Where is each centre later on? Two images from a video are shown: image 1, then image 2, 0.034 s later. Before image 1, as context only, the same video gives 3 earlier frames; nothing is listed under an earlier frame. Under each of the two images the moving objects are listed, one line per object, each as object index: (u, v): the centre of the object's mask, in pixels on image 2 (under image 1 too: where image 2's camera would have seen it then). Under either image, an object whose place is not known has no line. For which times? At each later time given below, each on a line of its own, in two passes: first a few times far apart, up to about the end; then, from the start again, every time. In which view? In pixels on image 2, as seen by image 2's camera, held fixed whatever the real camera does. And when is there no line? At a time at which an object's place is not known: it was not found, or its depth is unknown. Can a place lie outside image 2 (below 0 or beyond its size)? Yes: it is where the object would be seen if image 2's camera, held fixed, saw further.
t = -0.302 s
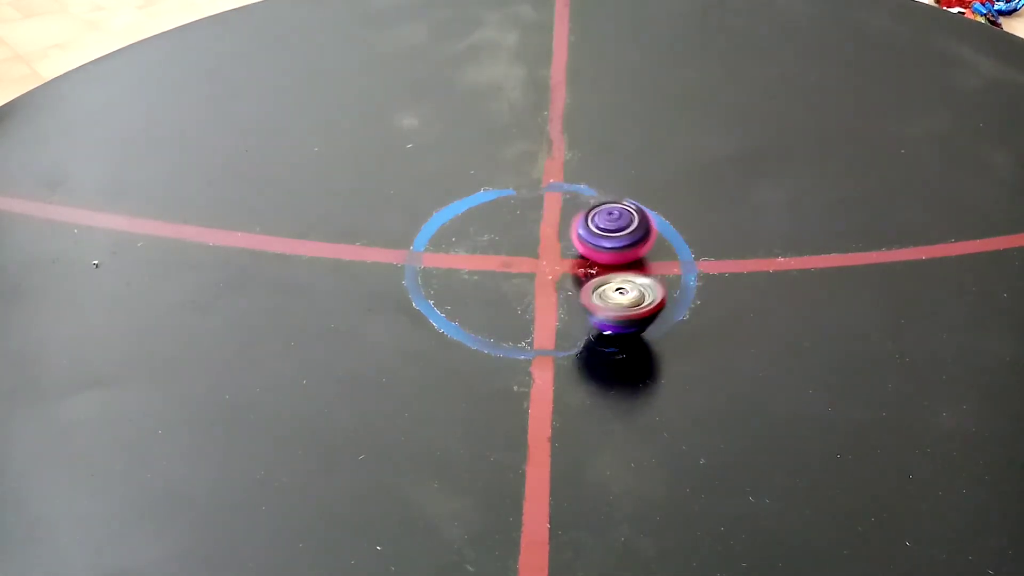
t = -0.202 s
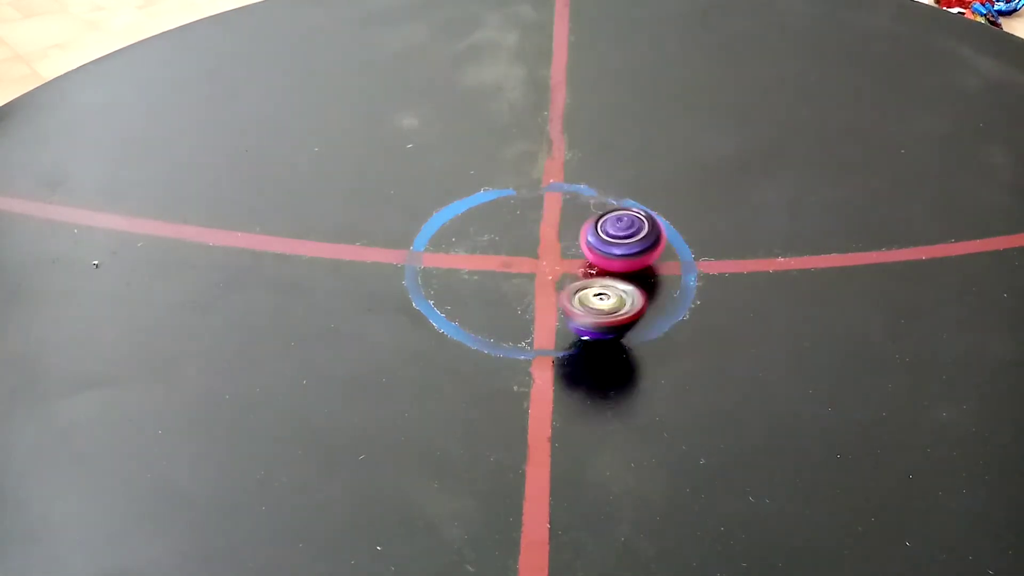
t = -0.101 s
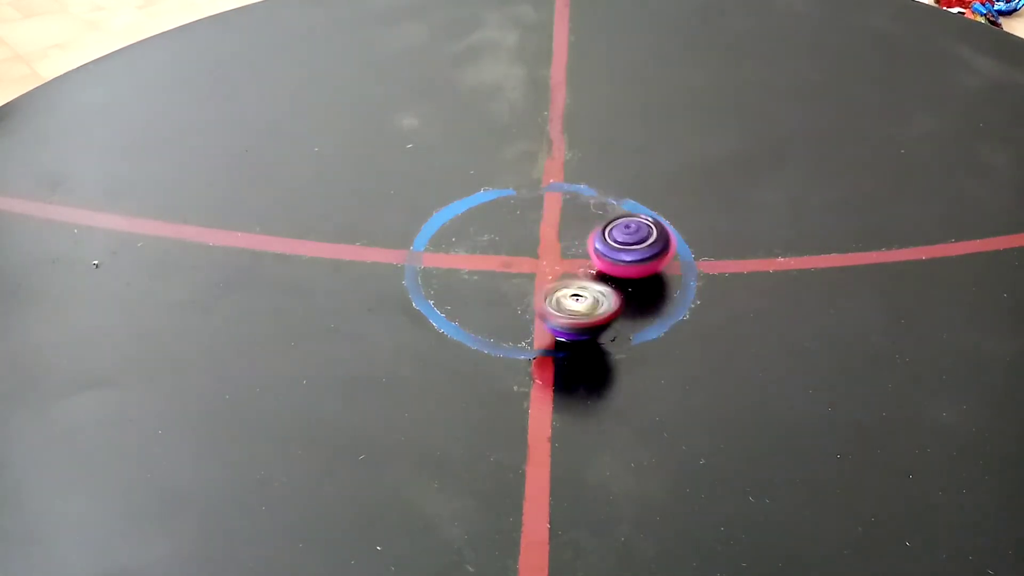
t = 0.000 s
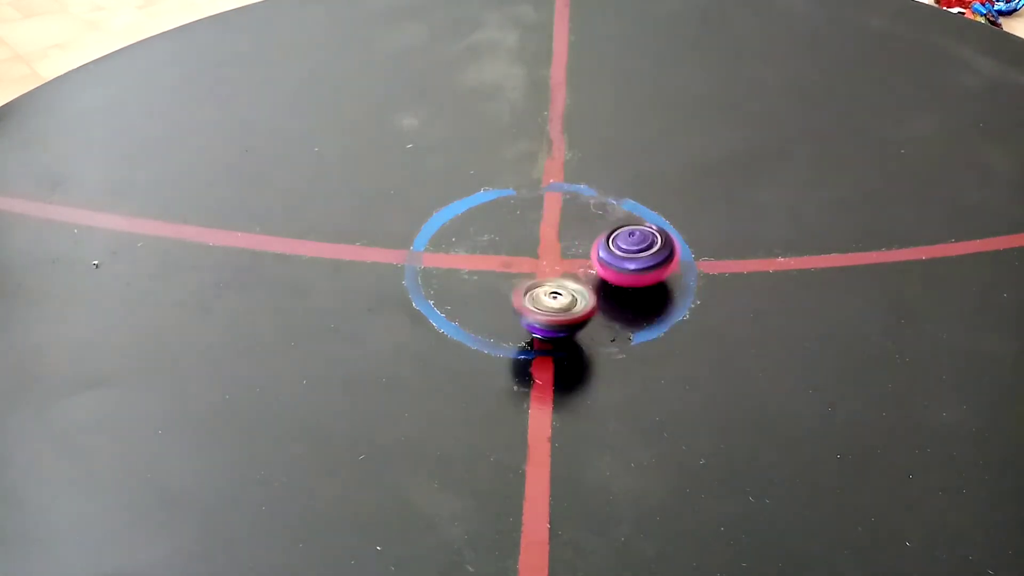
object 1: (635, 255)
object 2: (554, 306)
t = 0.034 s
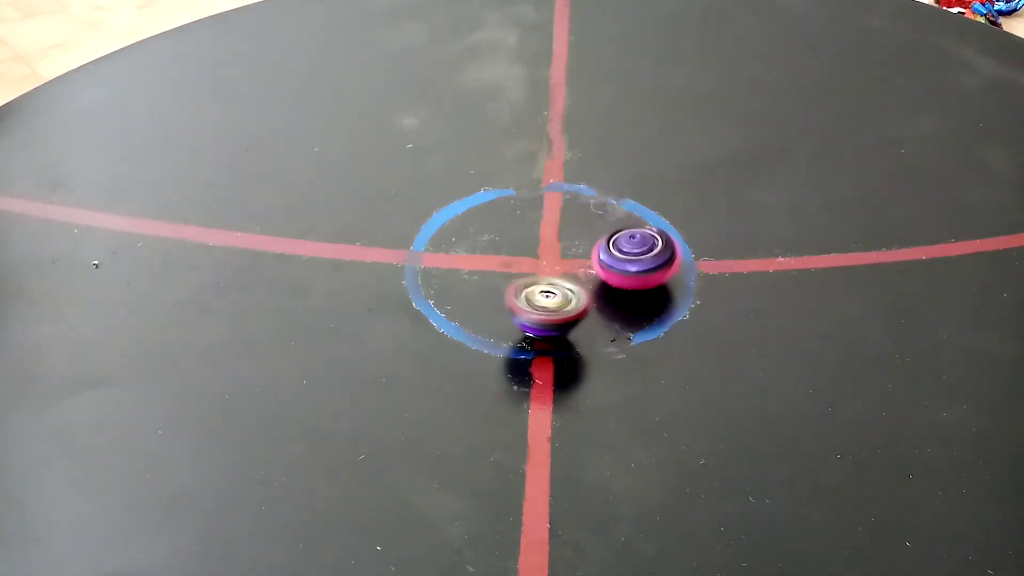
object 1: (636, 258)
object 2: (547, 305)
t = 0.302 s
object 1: (634, 278)
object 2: (499, 282)
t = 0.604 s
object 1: (610, 291)
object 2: (476, 239)
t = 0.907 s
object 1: (579, 284)
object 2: (478, 197)
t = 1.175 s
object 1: (562, 262)
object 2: (496, 175)
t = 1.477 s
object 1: (561, 241)
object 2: (524, 175)
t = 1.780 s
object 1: (583, 239)
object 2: (564, 177)
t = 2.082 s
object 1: (611, 242)
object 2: (601, 176)
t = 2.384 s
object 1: (619, 253)
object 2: (640, 197)
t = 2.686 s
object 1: (603, 254)
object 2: (682, 213)
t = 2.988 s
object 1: (583, 253)
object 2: (688, 244)
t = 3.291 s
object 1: (574, 249)
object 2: (647, 273)
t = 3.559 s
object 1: (578, 244)
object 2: (597, 294)
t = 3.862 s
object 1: (592, 245)
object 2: (534, 289)
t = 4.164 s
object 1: (595, 247)
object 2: (503, 254)
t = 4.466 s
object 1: (588, 246)
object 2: (518, 215)
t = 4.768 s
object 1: (578, 244)
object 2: (559, 189)
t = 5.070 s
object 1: (581, 248)
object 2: (607, 192)
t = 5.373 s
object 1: (568, 253)
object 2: (665, 209)
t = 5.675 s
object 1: (557, 257)
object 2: (673, 247)
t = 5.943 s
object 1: (554, 259)
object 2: (635, 265)
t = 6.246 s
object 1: (534, 249)
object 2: (650, 291)
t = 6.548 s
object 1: (546, 243)
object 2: (631, 295)
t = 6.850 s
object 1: (560, 245)
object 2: (619, 277)
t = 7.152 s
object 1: (566, 245)
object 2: (639, 297)
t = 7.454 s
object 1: (572, 251)
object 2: (630, 294)
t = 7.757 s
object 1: (570, 252)
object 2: (632, 281)
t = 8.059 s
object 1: (575, 246)
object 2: (628, 285)
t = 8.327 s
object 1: (579, 241)
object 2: (625, 289)
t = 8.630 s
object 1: (593, 237)
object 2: (631, 279)
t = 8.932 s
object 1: (599, 243)
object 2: (643, 284)
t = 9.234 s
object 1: (590, 238)
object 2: (642, 275)
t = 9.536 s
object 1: (599, 238)
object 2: (661, 270)
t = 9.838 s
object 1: (599, 241)
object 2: (663, 274)
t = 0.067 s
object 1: (637, 260)
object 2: (540, 303)
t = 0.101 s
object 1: (637, 263)
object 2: (532, 301)
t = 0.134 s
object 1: (637, 266)
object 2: (526, 299)
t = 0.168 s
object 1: (637, 269)
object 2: (521, 297)
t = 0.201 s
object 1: (637, 271)
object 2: (515, 293)
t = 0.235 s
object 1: (636, 274)
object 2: (509, 290)
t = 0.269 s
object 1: (635, 276)
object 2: (505, 286)
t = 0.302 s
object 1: (634, 278)
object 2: (499, 282)
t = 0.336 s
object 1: (632, 281)
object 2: (495, 278)
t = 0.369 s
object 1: (630, 283)
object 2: (491, 273)
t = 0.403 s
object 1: (628, 285)
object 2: (488, 268)
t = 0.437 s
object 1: (625, 286)
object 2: (485, 263)
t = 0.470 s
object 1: (622, 287)
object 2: (483, 259)
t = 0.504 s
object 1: (619, 289)
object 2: (482, 254)
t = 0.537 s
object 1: (617, 290)
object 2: (479, 249)
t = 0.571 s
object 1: (614, 290)
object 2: (477, 243)
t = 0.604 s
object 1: (610, 291)
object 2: (476, 239)
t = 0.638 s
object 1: (606, 291)
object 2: (475, 235)
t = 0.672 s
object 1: (603, 292)
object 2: (474, 229)
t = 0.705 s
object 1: (600, 291)
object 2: (474, 226)
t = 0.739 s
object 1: (597, 291)
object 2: (475, 221)
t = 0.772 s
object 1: (593, 290)
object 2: (475, 215)
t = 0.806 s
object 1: (589, 289)
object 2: (475, 210)
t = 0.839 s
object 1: (585, 288)
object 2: (476, 206)
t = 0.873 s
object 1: (583, 286)
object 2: (477, 201)
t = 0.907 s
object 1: (579, 284)
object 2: (478, 197)
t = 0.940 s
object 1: (576, 282)
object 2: (480, 194)
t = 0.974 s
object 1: (573, 279)
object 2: (482, 190)
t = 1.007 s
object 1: (571, 277)
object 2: (484, 187)
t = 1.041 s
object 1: (568, 274)
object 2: (486, 184)
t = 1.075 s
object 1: (566, 271)
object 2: (488, 181)
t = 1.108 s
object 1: (564, 268)
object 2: (490, 178)
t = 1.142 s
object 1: (563, 265)
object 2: (493, 176)
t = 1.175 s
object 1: (562, 262)
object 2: (496, 175)
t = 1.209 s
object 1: (561, 259)
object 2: (499, 173)
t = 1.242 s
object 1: (559, 256)
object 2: (502, 172)
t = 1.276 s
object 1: (558, 255)
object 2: (506, 171)
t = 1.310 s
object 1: (558, 253)
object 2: (509, 171)
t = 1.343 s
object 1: (558, 250)
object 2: (512, 171)
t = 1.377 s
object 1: (558, 248)
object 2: (516, 172)
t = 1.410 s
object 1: (558, 245)
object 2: (518, 172)
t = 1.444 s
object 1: (559, 244)
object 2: (520, 173)
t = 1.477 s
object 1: (561, 241)
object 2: (524, 175)
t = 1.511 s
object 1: (563, 239)
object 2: (528, 177)
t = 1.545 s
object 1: (565, 237)
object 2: (531, 180)
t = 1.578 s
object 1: (567, 235)
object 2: (536, 182)
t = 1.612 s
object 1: (570, 233)
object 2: (540, 184)
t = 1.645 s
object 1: (573, 235)
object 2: (546, 183)
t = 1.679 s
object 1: (575, 237)
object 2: (551, 181)
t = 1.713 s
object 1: (577, 239)
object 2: (555, 179)
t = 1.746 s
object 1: (580, 239)
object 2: (559, 177)
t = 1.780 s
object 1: (583, 239)
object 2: (564, 177)
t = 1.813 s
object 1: (586, 239)
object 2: (567, 174)
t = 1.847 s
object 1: (590, 239)
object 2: (572, 173)
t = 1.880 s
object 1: (593, 239)
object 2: (576, 173)
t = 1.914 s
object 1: (596, 239)
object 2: (581, 172)
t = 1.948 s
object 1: (599, 240)
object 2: (585, 172)
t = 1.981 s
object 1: (602, 241)
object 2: (590, 173)
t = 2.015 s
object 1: (605, 241)
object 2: (594, 175)
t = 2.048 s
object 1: (608, 242)
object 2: (597, 175)
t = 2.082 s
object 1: (611, 242)
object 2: (601, 176)
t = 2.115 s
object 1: (613, 243)
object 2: (605, 178)
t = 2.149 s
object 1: (615, 244)
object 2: (608, 181)
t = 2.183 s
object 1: (617, 245)
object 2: (611, 183)
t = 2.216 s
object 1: (619, 246)
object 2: (614, 186)
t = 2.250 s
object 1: (621, 247)
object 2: (617, 189)
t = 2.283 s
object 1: (623, 249)
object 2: (621, 192)
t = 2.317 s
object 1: (623, 250)
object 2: (626, 194)
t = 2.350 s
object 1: (621, 251)
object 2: (634, 196)
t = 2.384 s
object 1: (619, 253)
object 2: (640, 197)
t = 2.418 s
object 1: (617, 253)
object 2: (647, 198)
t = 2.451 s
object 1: (614, 254)
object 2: (652, 199)
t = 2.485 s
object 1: (613, 254)
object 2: (656, 200)
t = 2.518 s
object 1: (611, 255)
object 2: (662, 201)
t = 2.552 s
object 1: (609, 255)
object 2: (666, 203)
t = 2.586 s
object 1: (608, 255)
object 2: (671, 205)
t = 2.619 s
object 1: (607, 255)
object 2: (675, 207)
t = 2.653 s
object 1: (605, 254)
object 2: (680, 210)
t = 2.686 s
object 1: (603, 254)
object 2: (682, 213)
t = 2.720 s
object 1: (601, 253)
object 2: (686, 217)
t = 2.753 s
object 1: (599, 252)
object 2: (688, 220)
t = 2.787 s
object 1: (596, 252)
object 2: (691, 223)
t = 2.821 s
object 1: (594, 252)
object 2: (692, 227)
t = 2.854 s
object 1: (590, 251)
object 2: (692, 230)
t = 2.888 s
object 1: (587, 251)
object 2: (692, 233)
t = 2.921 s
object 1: (586, 251)
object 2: (692, 237)
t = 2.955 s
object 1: (583, 252)
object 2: (690, 240)
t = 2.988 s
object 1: (583, 253)
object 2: (688, 244)
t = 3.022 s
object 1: (584, 252)
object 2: (686, 248)
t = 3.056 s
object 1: (583, 253)
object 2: (682, 252)
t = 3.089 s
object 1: (583, 253)
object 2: (679, 256)
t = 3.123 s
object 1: (580, 254)
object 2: (675, 259)
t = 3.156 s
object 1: (578, 253)
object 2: (671, 263)
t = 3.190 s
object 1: (576, 252)
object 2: (665, 265)
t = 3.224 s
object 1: (575, 251)
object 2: (660, 269)
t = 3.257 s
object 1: (575, 250)
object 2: (655, 270)
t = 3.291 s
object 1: (574, 249)
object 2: (647, 273)
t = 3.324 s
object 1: (573, 248)
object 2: (641, 275)
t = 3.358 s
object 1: (573, 247)
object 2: (634, 277)
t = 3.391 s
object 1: (572, 246)
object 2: (627, 280)
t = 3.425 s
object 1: (573, 246)
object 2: (621, 283)
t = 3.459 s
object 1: (573, 246)
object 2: (616, 286)
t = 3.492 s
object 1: (574, 245)
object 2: (609, 289)
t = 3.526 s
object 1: (576, 245)
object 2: (603, 291)
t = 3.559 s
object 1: (578, 244)
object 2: (597, 294)
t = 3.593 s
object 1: (580, 245)
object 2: (590, 295)
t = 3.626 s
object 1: (583, 245)
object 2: (584, 296)
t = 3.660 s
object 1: (587, 245)
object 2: (576, 296)
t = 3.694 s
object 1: (589, 245)
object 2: (569, 296)
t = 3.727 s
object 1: (591, 245)
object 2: (561, 296)
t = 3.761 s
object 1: (591, 246)
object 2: (554, 295)
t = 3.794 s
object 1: (593, 246)
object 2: (547, 293)
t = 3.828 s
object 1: (593, 245)
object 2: (541, 292)
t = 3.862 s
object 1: (592, 245)
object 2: (534, 289)
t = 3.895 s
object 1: (591, 245)
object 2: (530, 287)
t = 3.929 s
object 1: (590, 246)
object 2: (524, 283)
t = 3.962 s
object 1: (591, 246)
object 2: (520, 279)
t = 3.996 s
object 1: (591, 247)
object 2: (516, 276)
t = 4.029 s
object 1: (593, 247)
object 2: (511, 271)
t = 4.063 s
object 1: (594, 248)
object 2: (508, 268)
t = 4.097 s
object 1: (595, 248)
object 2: (505, 263)
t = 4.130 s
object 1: (595, 248)
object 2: (504, 259)
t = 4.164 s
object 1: (595, 247)
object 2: (503, 254)
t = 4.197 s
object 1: (594, 246)
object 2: (503, 250)
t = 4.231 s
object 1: (593, 247)
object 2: (503, 245)
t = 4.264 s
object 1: (591, 246)
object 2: (504, 241)
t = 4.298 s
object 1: (590, 247)
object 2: (504, 236)
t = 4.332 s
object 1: (589, 247)
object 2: (507, 232)
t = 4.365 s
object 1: (587, 248)
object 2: (509, 228)
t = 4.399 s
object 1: (586, 247)
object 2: (512, 225)
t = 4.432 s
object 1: (586, 248)
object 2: (515, 220)
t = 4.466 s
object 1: (588, 246)
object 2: (518, 215)
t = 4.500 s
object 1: (588, 245)
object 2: (521, 212)
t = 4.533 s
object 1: (588, 245)
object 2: (525, 208)
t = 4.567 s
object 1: (586, 245)
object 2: (530, 205)
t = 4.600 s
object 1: (585, 244)
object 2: (534, 201)
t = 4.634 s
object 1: (583, 244)
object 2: (538, 199)
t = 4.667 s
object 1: (582, 244)
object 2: (543, 195)
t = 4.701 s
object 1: (580, 244)
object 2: (549, 193)
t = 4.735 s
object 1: (579, 244)
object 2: (554, 190)
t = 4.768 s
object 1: (578, 244)
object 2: (559, 189)
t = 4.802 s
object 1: (578, 245)
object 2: (565, 187)
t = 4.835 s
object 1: (578, 244)
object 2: (570, 186)
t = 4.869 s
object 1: (579, 245)
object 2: (575, 185)
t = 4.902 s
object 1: (579, 245)
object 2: (582, 185)
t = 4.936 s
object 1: (579, 246)
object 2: (589, 186)
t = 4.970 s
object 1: (580, 246)
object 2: (593, 187)
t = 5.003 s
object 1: (580, 247)
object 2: (599, 188)
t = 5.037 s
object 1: (581, 247)
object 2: (603, 190)
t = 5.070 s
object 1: (581, 248)
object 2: (607, 192)
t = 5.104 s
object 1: (582, 247)
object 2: (611, 195)
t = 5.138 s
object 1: (582, 248)
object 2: (616, 197)
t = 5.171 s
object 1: (581, 248)
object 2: (621, 201)
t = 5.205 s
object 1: (578, 251)
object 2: (632, 201)
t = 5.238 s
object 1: (575, 252)
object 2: (642, 201)
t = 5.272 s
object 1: (573, 252)
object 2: (650, 203)
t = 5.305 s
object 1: (571, 252)
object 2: (656, 205)
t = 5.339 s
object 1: (570, 253)
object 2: (661, 208)
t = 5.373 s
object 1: (568, 253)
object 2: (665, 209)
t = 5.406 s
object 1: (567, 253)
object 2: (671, 212)
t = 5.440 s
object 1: (566, 253)
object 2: (674, 216)
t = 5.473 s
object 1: (564, 254)
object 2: (677, 221)
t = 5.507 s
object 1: (563, 254)
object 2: (679, 226)
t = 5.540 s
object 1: (561, 255)
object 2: (679, 230)
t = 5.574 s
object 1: (559, 255)
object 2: (680, 235)
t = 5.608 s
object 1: (558, 255)
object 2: (678, 239)
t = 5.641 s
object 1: (557, 256)
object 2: (676, 243)
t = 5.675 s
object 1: (557, 257)
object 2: (673, 247)
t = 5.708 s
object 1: (556, 258)
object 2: (667, 251)
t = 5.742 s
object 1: (557, 259)
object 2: (662, 254)
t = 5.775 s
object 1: (557, 260)
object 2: (655, 257)
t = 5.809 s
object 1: (558, 260)
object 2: (649, 259)
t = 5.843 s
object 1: (559, 260)
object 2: (642, 260)
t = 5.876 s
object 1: (557, 260)
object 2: (640, 262)
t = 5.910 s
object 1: (555, 259)
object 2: (638, 264)
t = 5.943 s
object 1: (554, 259)
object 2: (635, 265)
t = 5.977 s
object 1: (551, 259)
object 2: (636, 267)
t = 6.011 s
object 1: (547, 257)
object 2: (642, 272)
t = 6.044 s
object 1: (543, 256)
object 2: (644, 275)
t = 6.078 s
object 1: (542, 255)
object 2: (646, 277)
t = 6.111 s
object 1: (540, 254)
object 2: (649, 281)
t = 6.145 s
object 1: (538, 253)
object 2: (650, 284)
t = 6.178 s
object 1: (536, 252)
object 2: (649, 286)
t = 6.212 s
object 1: (534, 250)
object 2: (651, 289)
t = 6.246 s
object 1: (534, 249)
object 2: (650, 291)
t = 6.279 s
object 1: (534, 249)
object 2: (649, 293)
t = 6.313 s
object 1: (535, 247)
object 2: (648, 295)
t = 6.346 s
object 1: (536, 246)
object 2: (646, 296)
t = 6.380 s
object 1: (537, 246)
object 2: (643, 296)
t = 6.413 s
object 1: (539, 245)
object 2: (641, 297)
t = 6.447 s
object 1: (540, 244)
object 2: (639, 297)
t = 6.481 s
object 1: (542, 244)
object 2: (637, 297)
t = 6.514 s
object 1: (543, 243)
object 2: (633, 296)
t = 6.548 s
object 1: (546, 243)
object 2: (631, 295)
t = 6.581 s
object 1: (547, 244)
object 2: (628, 294)
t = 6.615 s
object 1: (550, 244)
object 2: (626, 291)
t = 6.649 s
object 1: (552, 244)
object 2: (623, 289)
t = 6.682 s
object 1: (554, 244)
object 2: (620, 287)
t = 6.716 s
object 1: (556, 245)
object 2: (619, 284)
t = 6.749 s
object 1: (557, 245)
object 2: (617, 281)
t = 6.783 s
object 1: (558, 246)
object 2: (616, 278)
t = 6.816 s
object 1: (559, 247)
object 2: (616, 275)
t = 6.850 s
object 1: (560, 245)
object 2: (619, 277)
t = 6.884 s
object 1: (560, 244)
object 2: (621, 280)
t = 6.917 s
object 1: (562, 243)
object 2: (626, 281)
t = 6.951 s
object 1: (562, 244)
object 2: (630, 283)
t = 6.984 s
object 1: (562, 244)
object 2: (633, 287)
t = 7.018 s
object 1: (564, 244)
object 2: (635, 289)
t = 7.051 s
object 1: (564, 245)
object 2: (635, 291)
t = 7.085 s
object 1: (565, 245)
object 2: (637, 293)
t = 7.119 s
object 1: (566, 246)
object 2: (639, 295)
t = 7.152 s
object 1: (566, 245)
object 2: (639, 297)
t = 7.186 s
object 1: (568, 245)
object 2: (638, 298)
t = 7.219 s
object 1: (569, 245)
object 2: (638, 299)
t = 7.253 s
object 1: (570, 245)
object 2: (637, 299)
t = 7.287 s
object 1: (571, 246)
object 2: (637, 299)
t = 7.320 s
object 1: (571, 247)
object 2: (635, 299)
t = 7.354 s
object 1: (572, 248)
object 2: (634, 298)
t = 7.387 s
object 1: (572, 250)
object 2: (633, 298)
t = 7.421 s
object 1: (572, 250)
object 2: (632, 296)
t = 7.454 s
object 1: (572, 251)
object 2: (630, 294)
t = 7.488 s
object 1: (572, 251)
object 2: (629, 292)
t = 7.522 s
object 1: (572, 251)
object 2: (629, 289)
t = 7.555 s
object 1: (571, 251)
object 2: (629, 286)
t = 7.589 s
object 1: (571, 252)
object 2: (629, 285)
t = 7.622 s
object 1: (570, 253)
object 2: (629, 282)
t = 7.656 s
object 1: (570, 252)
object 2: (631, 282)
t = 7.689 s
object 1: (570, 251)
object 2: (631, 281)
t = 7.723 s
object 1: (570, 252)
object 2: (631, 281)
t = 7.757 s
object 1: (570, 252)
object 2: (632, 281)
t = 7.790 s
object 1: (572, 251)
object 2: (633, 283)
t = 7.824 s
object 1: (573, 251)
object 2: (633, 284)
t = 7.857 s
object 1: (574, 251)
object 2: (634, 286)
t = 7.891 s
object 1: (574, 251)
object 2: (635, 287)
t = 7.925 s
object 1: (573, 250)
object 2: (635, 288)
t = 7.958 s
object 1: (575, 248)
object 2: (635, 288)
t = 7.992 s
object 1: (575, 248)
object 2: (634, 288)
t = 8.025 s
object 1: (575, 248)
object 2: (631, 287)
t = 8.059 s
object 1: (575, 246)
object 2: (628, 285)
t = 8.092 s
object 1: (575, 246)
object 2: (626, 283)
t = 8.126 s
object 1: (575, 245)
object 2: (626, 282)
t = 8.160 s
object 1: (575, 243)
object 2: (629, 285)
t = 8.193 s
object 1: (575, 242)
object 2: (630, 286)
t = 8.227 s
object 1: (576, 241)
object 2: (627, 286)
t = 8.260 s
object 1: (578, 242)
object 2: (625, 288)
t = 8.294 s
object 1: (579, 242)
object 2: (625, 288)
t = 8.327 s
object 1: (579, 241)
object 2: (625, 289)
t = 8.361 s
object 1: (581, 239)
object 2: (625, 287)
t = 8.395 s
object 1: (583, 238)
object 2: (627, 288)
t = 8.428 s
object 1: (584, 237)
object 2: (629, 287)
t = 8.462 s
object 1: (586, 237)
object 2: (630, 288)
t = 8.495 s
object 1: (586, 237)
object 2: (629, 286)
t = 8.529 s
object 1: (588, 236)
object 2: (627, 284)
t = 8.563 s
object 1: (590, 235)
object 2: (626, 281)
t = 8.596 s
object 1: (591, 236)
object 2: (628, 280)
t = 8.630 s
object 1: (593, 237)
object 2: (631, 279)
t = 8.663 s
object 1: (594, 237)
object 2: (635, 279)
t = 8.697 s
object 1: (595, 238)
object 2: (639, 278)
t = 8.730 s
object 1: (596, 239)
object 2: (643, 279)
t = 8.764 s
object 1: (597, 239)
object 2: (644, 281)
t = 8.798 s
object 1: (597, 240)
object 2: (644, 282)
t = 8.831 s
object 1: (598, 240)
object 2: (642, 282)
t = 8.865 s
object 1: (598, 241)
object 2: (641, 282)
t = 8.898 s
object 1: (598, 243)
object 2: (642, 282)
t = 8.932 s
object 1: (599, 243)
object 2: (643, 284)
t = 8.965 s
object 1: (599, 243)
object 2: (642, 285)
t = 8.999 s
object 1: (598, 243)
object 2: (641, 285)
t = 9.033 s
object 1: (595, 242)
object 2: (639, 285)
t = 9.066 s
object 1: (594, 241)
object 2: (639, 284)
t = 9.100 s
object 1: (593, 240)
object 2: (639, 284)
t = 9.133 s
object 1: (591, 240)
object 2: (639, 282)
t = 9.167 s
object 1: (591, 239)
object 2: (639, 280)
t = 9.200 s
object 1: (591, 239)
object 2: (641, 277)
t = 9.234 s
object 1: (590, 238)
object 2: (642, 275)
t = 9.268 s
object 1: (591, 237)
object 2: (643, 274)
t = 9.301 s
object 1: (592, 237)
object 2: (645, 274)
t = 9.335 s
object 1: (593, 238)
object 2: (647, 274)
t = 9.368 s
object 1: (594, 237)
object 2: (650, 272)
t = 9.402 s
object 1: (595, 237)
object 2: (653, 271)
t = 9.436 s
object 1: (596, 237)
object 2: (656, 270)
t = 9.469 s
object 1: (597, 237)
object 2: (658, 270)
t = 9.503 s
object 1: (599, 237)
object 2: (660, 270)
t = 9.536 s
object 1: (599, 238)
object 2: (661, 270)
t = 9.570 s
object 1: (599, 238)
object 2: (661, 270)
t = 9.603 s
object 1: (600, 238)
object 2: (660, 270)
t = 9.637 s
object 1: (600, 238)
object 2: (660, 270)
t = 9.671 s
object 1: (600, 240)
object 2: (661, 271)
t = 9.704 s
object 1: (600, 240)
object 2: (662, 273)
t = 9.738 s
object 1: (600, 240)
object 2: (663, 273)
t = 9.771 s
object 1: (600, 240)
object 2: (663, 273)
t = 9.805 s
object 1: (600, 241)
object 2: (663, 273)
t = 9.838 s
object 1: (599, 241)
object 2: (663, 274)
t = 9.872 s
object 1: (599, 241)
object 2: (661, 272)
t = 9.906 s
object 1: (597, 240)
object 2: (660, 275)
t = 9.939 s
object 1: (596, 240)
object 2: (658, 272)
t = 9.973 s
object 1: (596, 238)
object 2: (655, 274)
